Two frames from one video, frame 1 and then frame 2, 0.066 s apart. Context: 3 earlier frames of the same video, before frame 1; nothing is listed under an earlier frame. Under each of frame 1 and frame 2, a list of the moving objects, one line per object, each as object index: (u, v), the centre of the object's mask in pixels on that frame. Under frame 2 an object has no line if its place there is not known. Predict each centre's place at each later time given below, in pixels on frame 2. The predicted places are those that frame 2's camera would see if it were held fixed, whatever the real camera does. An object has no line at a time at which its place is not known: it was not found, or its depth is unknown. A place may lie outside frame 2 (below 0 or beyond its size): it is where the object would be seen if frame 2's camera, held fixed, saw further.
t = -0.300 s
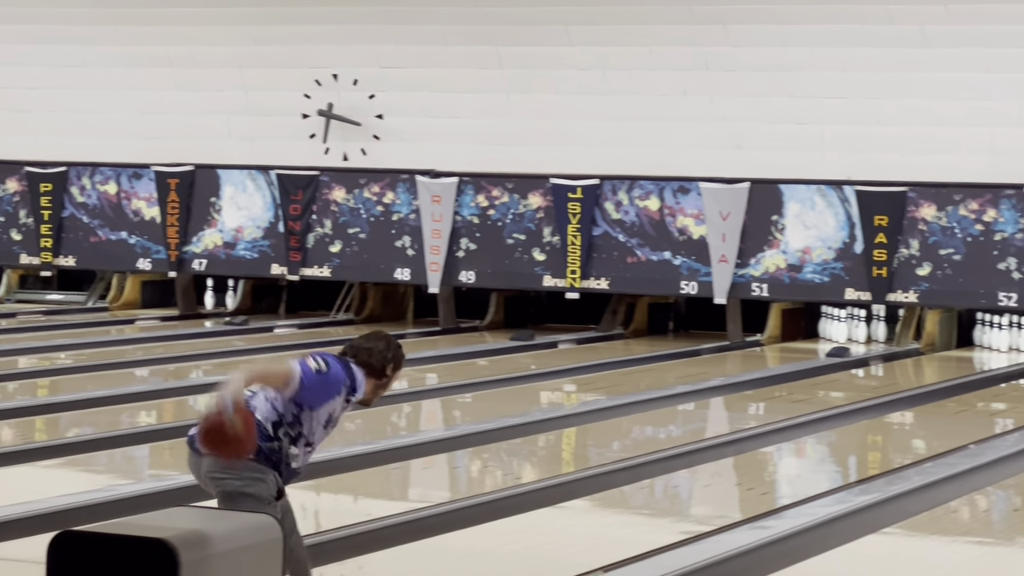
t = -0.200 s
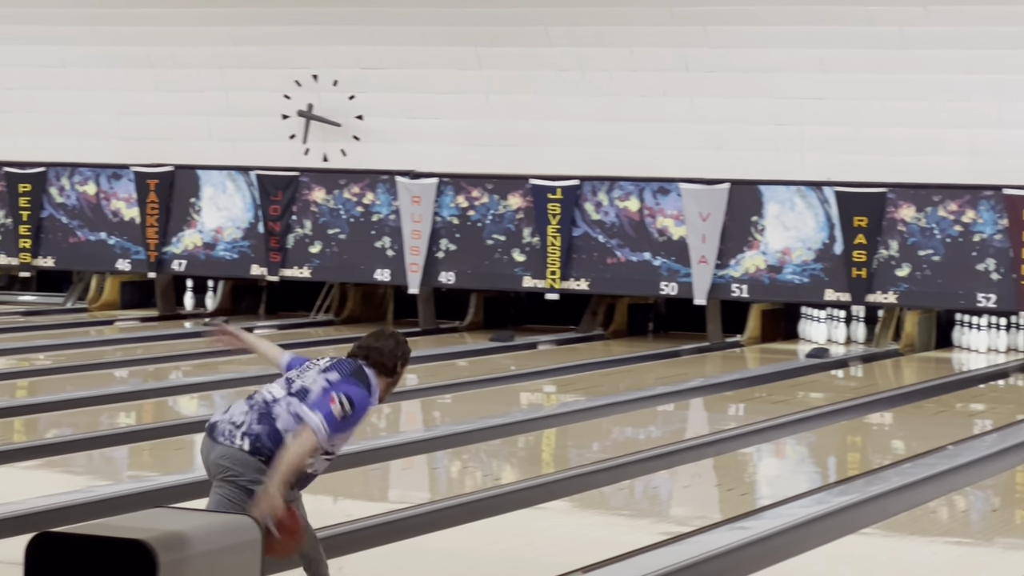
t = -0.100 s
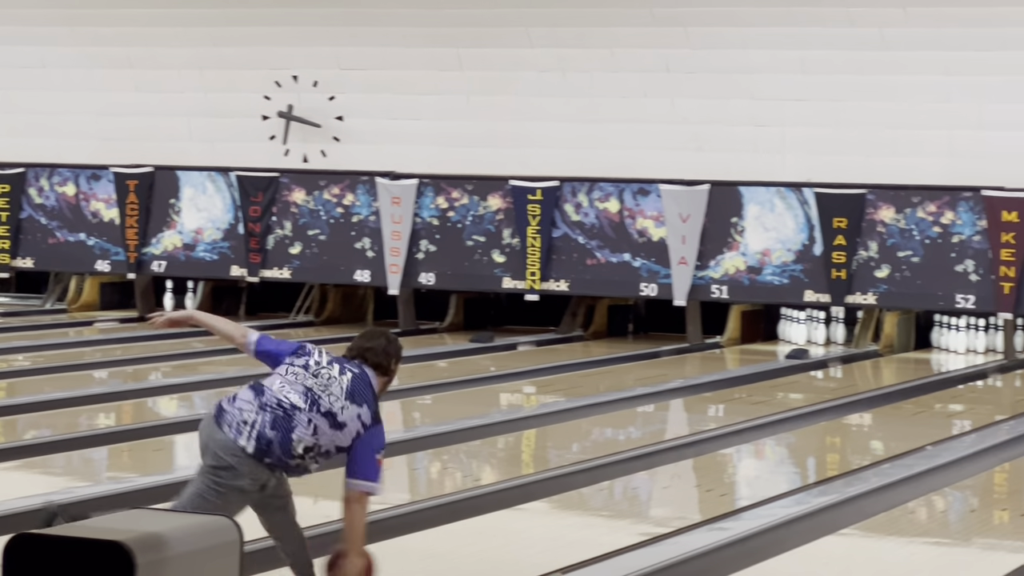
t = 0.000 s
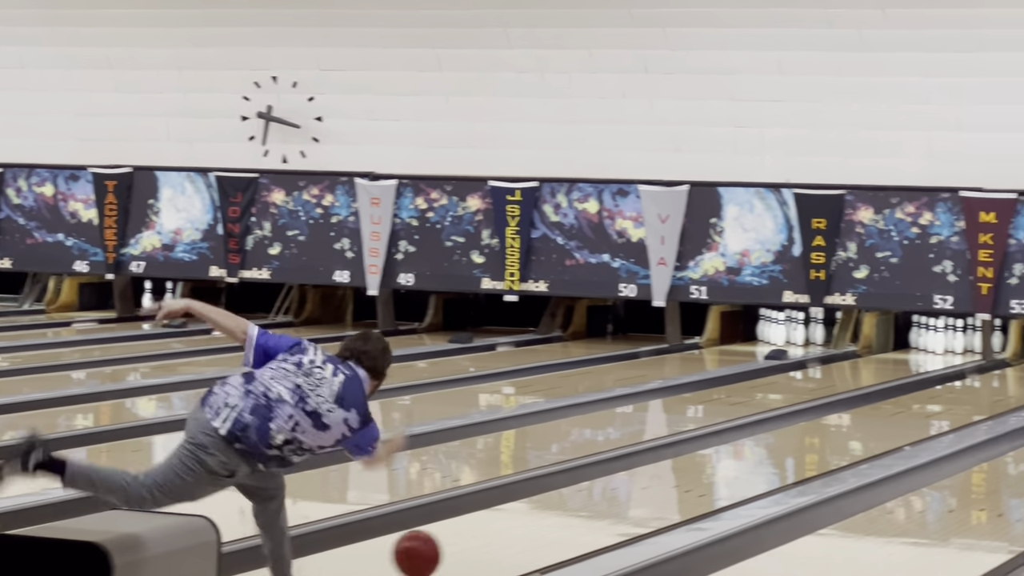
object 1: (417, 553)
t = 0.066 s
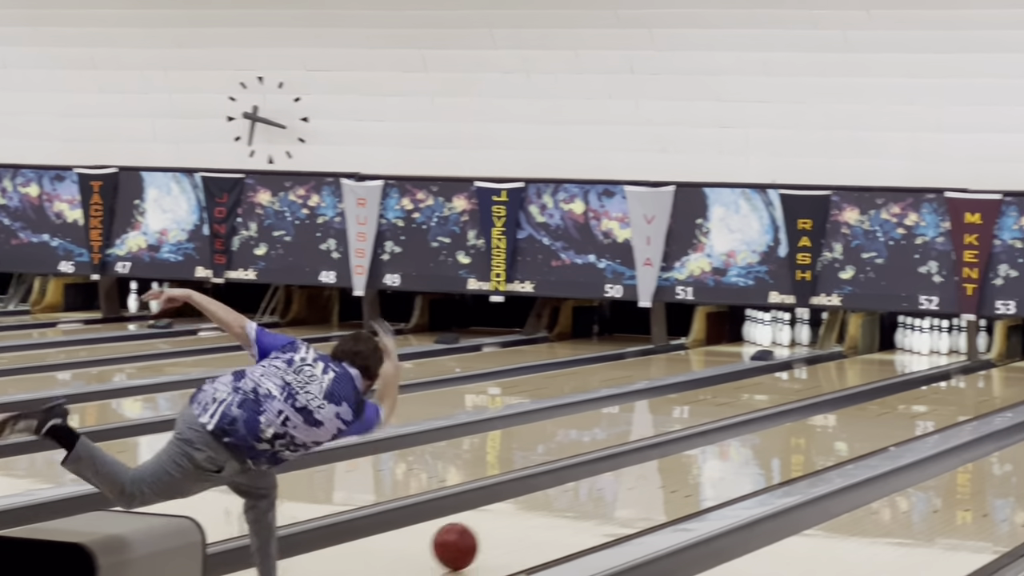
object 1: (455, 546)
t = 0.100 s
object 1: (484, 541)
